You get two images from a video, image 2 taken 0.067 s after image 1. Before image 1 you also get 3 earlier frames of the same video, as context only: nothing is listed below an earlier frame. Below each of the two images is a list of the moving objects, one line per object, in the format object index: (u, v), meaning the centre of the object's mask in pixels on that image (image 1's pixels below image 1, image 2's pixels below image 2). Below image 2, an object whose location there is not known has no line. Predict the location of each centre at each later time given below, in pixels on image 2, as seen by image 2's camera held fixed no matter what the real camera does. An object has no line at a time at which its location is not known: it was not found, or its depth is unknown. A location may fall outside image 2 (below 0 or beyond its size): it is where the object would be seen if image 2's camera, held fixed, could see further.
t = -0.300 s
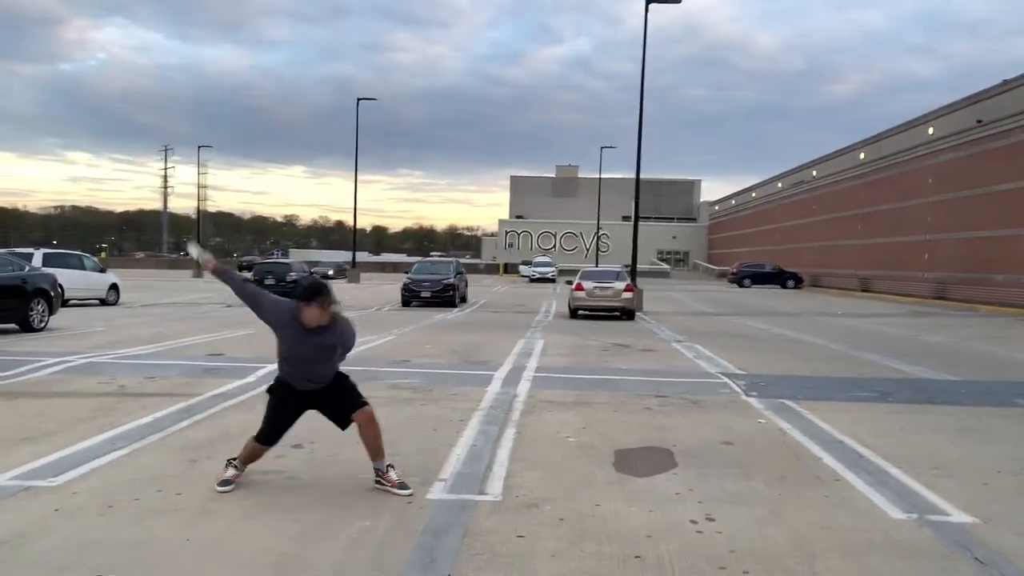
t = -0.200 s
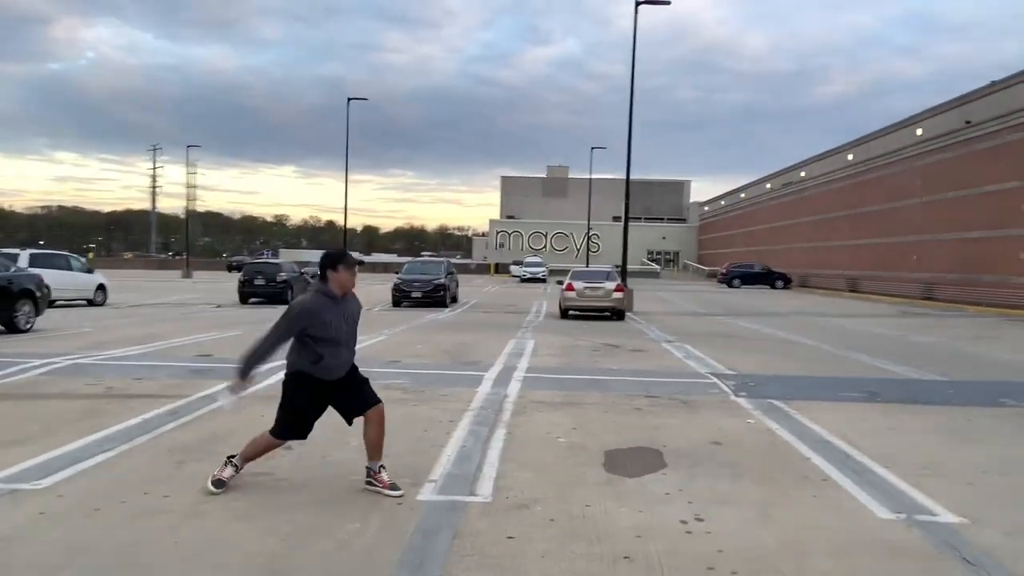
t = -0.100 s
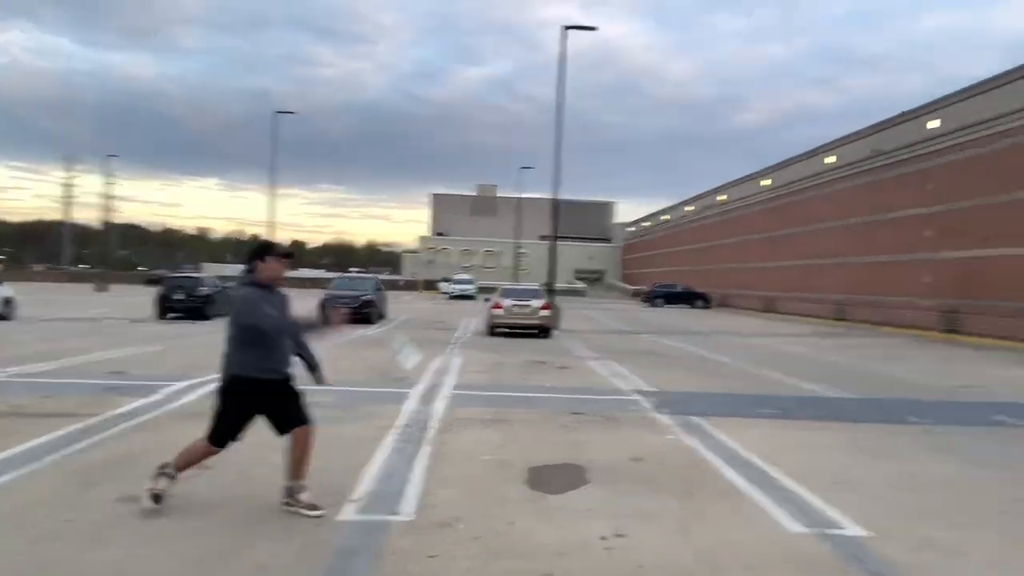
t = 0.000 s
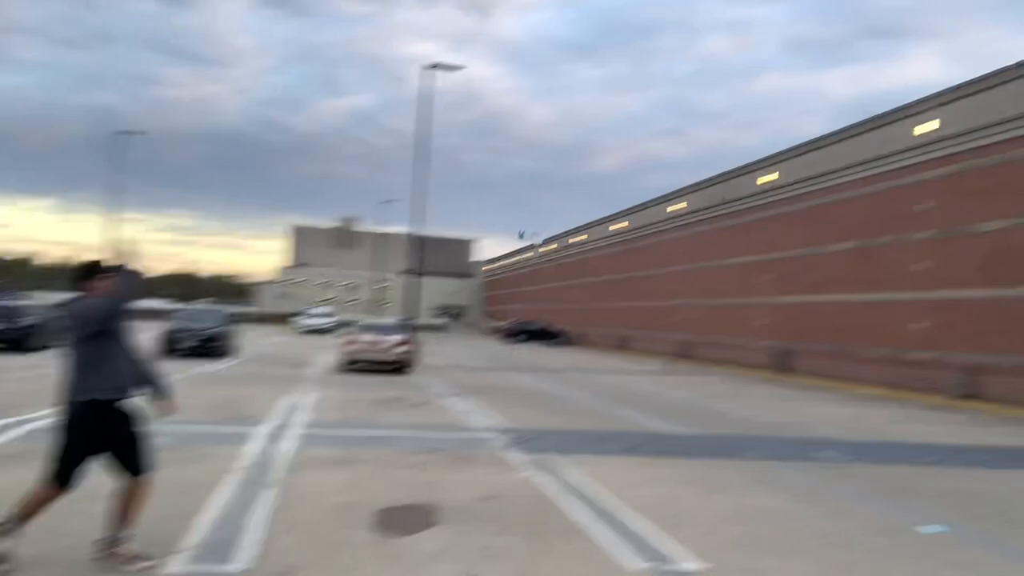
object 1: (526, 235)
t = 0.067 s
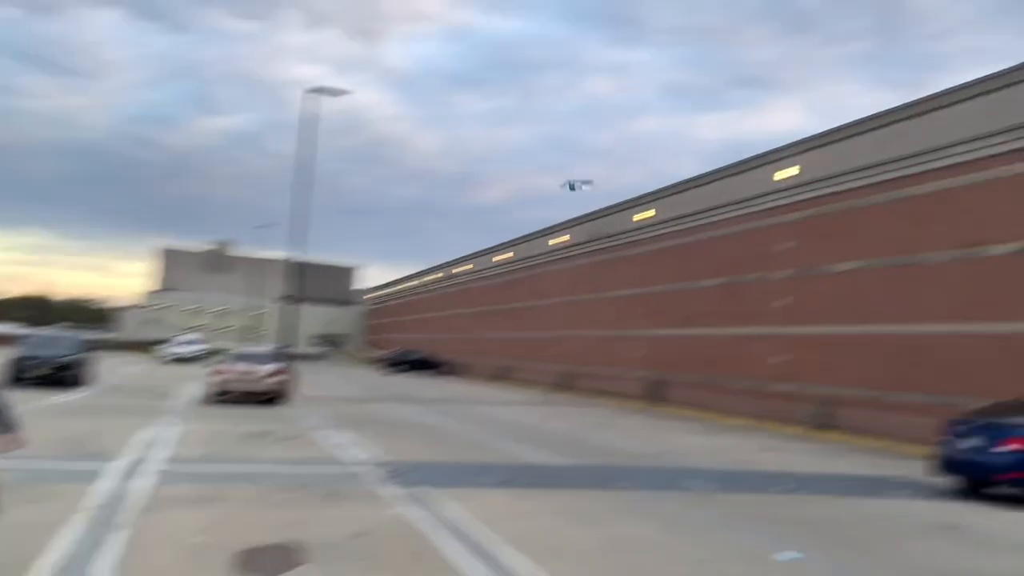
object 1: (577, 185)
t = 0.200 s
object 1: (866, 70)
